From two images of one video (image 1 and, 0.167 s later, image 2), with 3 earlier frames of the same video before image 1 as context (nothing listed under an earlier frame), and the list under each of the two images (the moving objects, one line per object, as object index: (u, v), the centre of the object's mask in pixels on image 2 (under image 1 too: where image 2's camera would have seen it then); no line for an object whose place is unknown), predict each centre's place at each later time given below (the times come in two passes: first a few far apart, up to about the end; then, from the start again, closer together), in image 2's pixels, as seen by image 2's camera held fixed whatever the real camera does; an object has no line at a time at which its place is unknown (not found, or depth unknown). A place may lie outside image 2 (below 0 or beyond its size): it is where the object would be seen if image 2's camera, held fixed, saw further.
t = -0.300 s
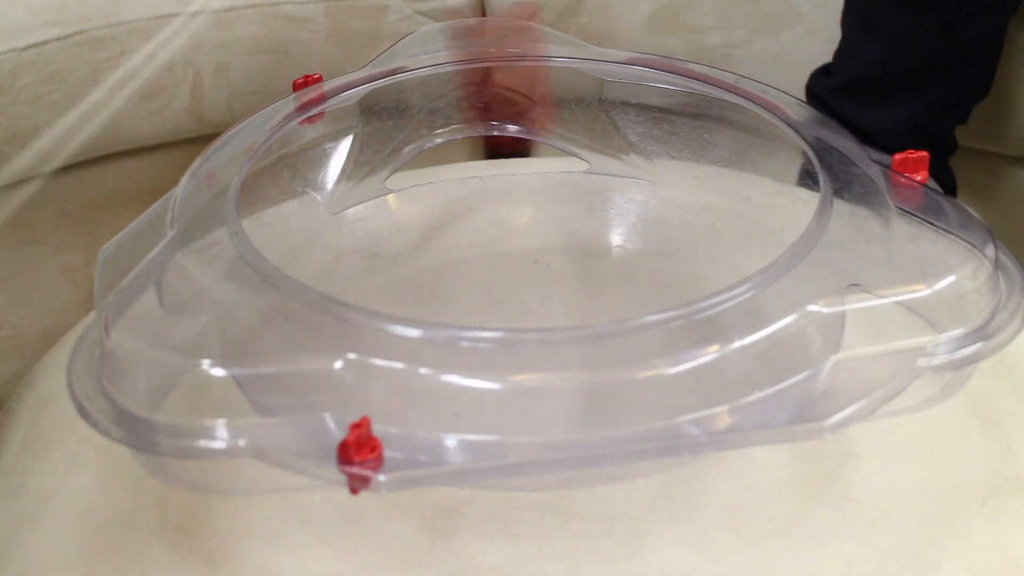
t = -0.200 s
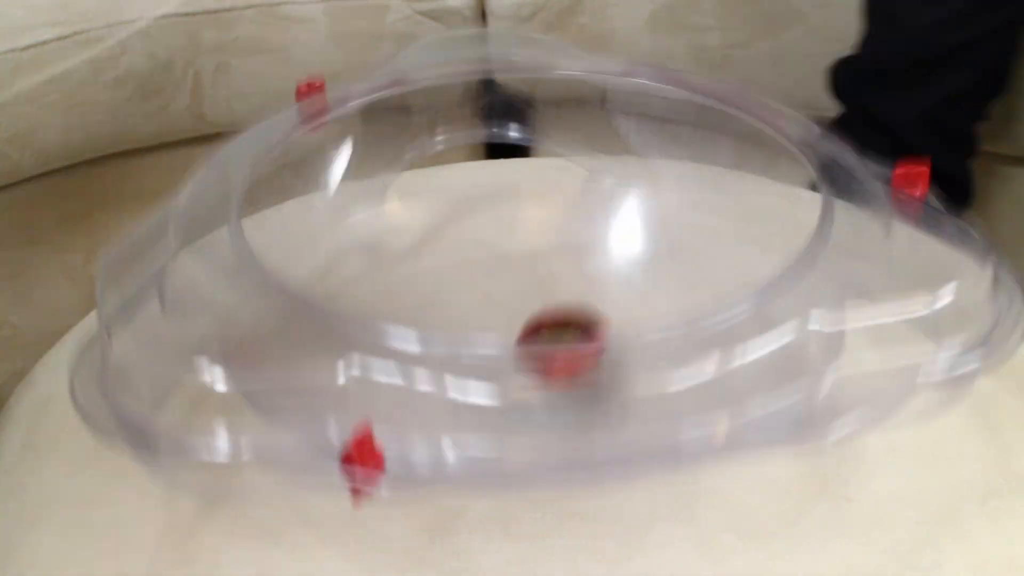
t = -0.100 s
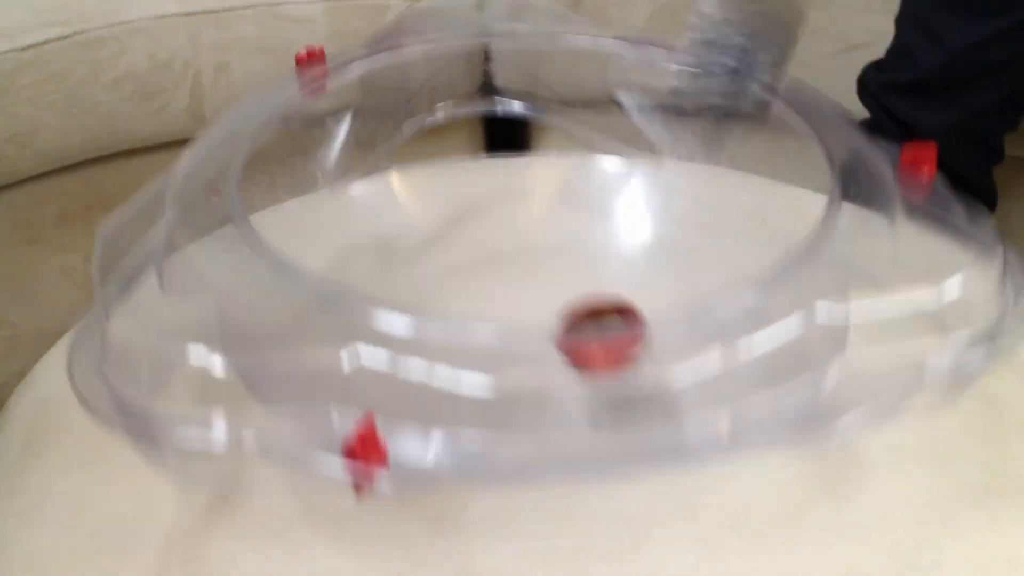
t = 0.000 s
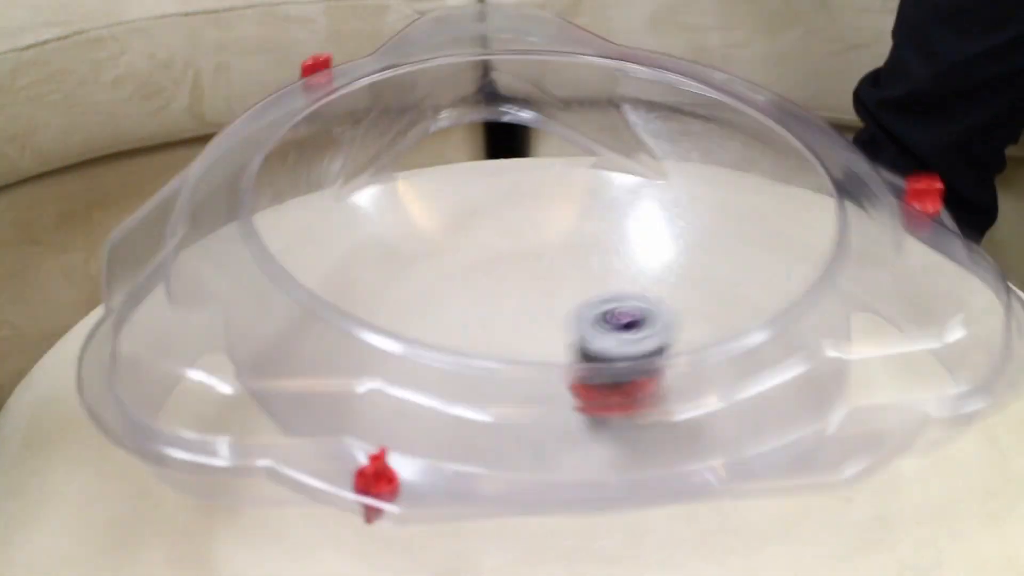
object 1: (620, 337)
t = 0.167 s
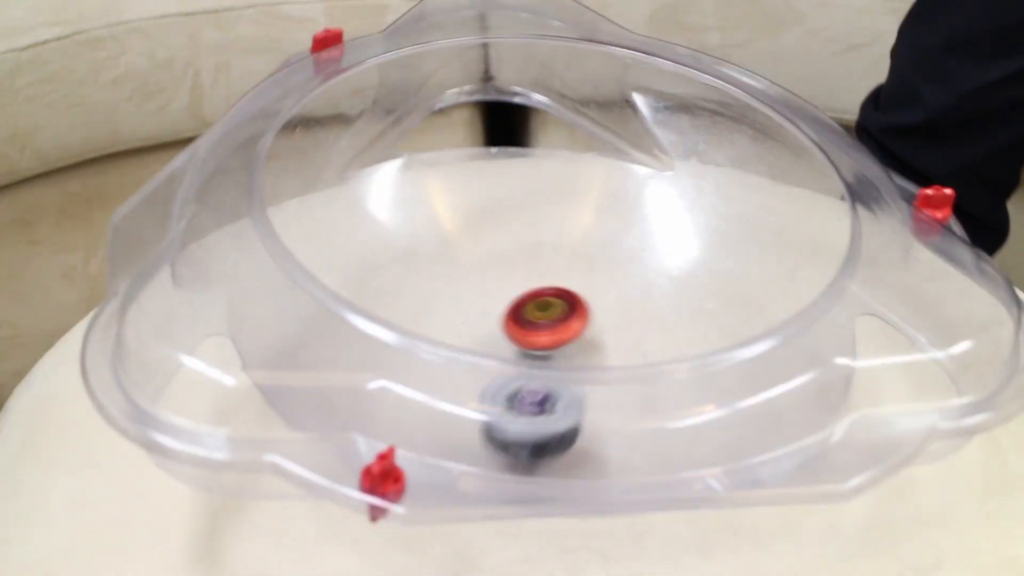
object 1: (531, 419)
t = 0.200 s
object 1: (525, 422)
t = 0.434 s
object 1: (580, 379)
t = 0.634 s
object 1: (759, 341)
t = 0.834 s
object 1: (758, 293)
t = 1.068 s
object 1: (409, 281)
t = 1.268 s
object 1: (323, 372)
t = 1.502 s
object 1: (731, 310)
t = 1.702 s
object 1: (482, 107)
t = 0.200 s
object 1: (525, 422)
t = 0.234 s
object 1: (524, 416)
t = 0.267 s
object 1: (529, 404)
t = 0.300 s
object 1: (533, 399)
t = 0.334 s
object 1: (543, 399)
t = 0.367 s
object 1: (555, 388)
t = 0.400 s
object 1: (549, 385)
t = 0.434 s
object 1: (580, 379)
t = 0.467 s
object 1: (589, 379)
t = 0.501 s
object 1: (597, 381)
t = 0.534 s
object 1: (609, 371)
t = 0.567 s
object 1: (672, 366)
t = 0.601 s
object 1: (717, 351)
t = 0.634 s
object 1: (759, 341)
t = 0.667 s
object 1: (785, 343)
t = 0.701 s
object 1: (796, 323)
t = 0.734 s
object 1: (808, 312)
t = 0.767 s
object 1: (786, 301)
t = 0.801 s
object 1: (778, 295)
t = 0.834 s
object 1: (758, 293)
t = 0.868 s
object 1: (726, 287)
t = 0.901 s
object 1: (686, 283)
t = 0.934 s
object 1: (634, 274)
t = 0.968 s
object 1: (585, 268)
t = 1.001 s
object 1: (524, 269)
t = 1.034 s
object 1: (462, 275)
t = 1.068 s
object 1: (409, 281)
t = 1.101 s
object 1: (362, 289)
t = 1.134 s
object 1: (318, 310)
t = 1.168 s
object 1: (292, 325)
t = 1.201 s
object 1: (288, 337)
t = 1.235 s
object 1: (297, 354)
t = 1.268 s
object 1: (323, 372)
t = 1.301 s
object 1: (369, 379)
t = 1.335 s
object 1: (421, 391)
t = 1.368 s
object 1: (489, 398)
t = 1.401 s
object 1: (554, 395)
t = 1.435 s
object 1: (617, 383)
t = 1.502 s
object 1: (731, 310)
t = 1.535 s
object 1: (722, 241)
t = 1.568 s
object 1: (718, 185)
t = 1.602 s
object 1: (687, 128)
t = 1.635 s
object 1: (619, 92)
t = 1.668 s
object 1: (558, 88)
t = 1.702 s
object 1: (482, 107)
